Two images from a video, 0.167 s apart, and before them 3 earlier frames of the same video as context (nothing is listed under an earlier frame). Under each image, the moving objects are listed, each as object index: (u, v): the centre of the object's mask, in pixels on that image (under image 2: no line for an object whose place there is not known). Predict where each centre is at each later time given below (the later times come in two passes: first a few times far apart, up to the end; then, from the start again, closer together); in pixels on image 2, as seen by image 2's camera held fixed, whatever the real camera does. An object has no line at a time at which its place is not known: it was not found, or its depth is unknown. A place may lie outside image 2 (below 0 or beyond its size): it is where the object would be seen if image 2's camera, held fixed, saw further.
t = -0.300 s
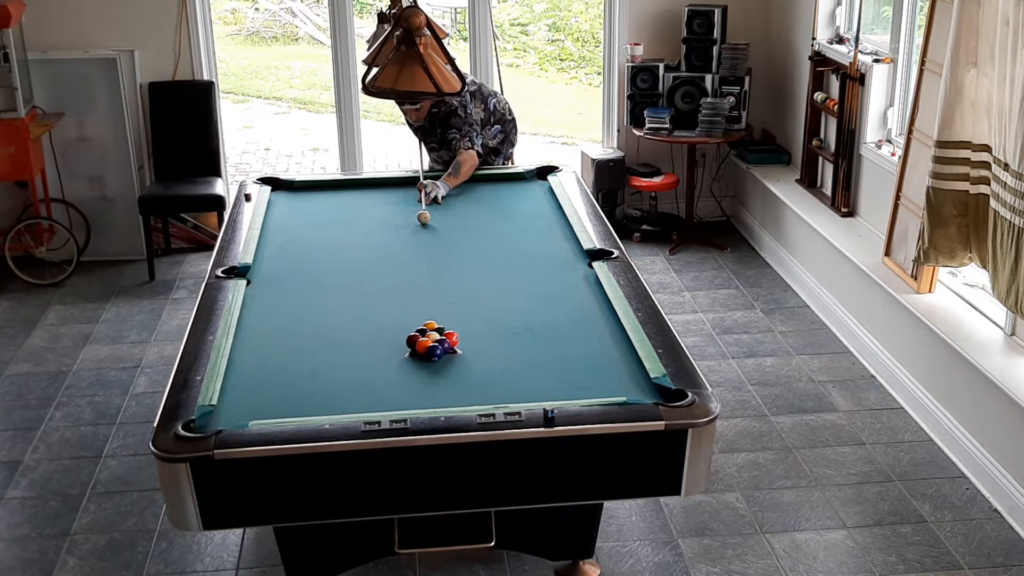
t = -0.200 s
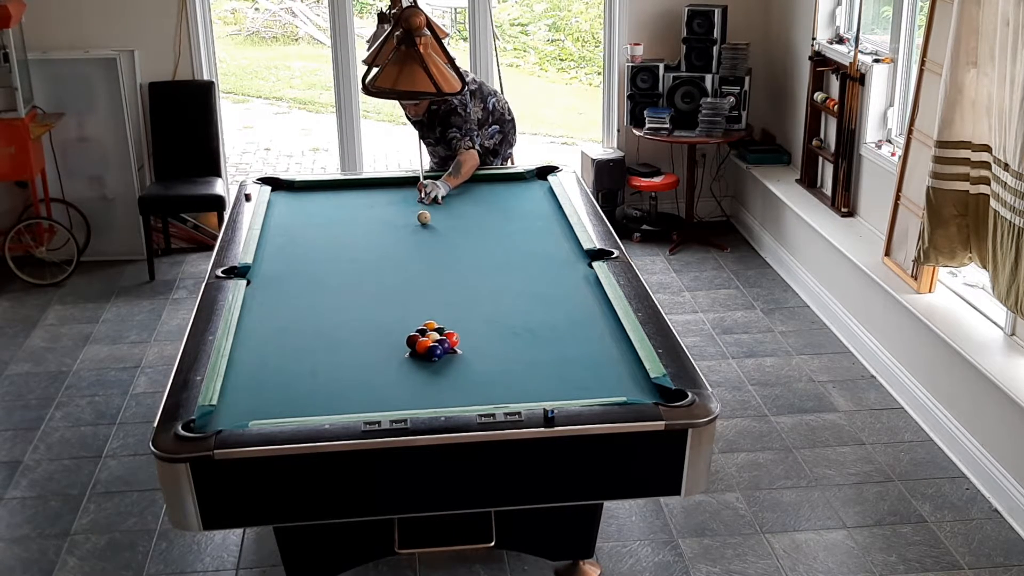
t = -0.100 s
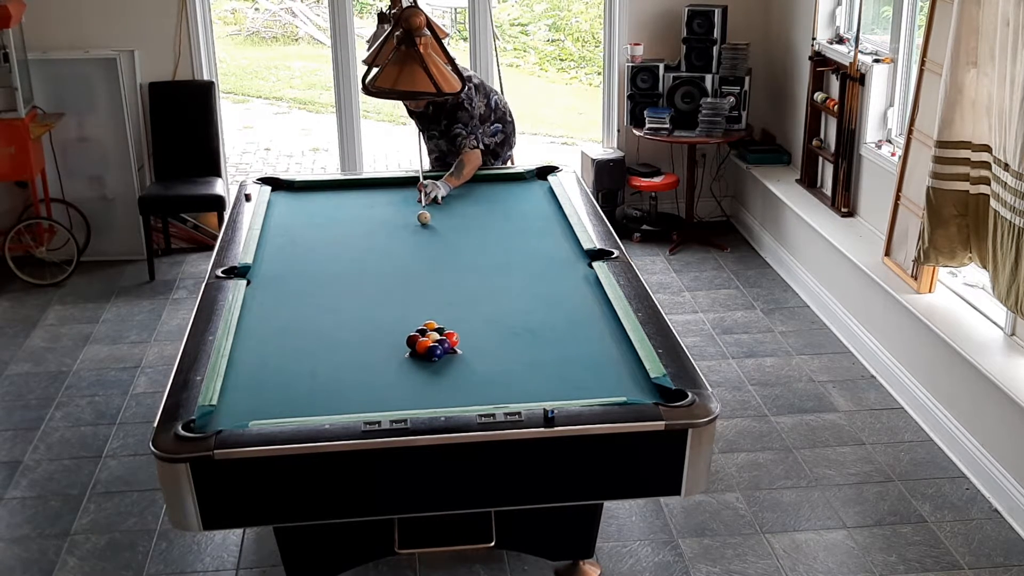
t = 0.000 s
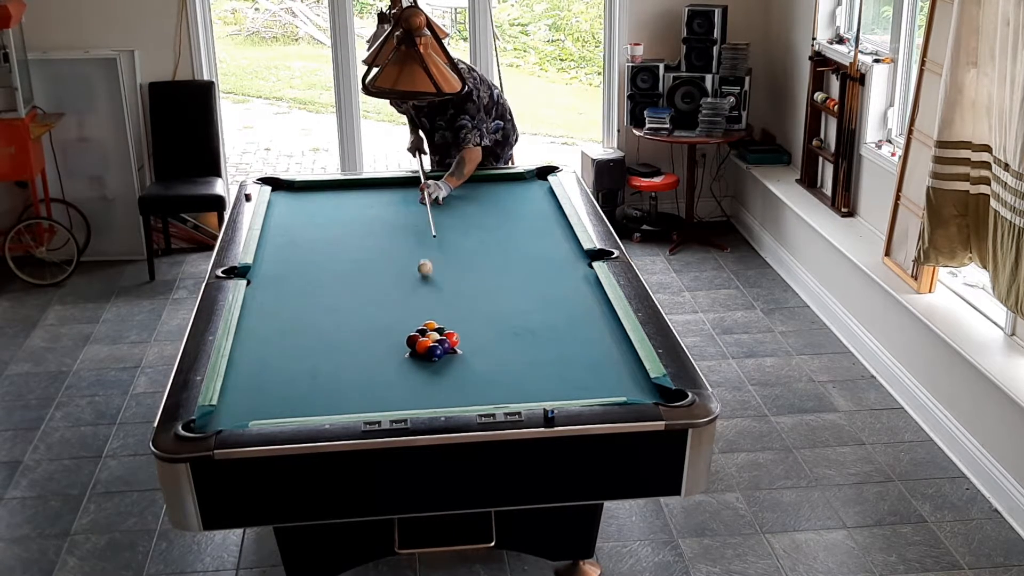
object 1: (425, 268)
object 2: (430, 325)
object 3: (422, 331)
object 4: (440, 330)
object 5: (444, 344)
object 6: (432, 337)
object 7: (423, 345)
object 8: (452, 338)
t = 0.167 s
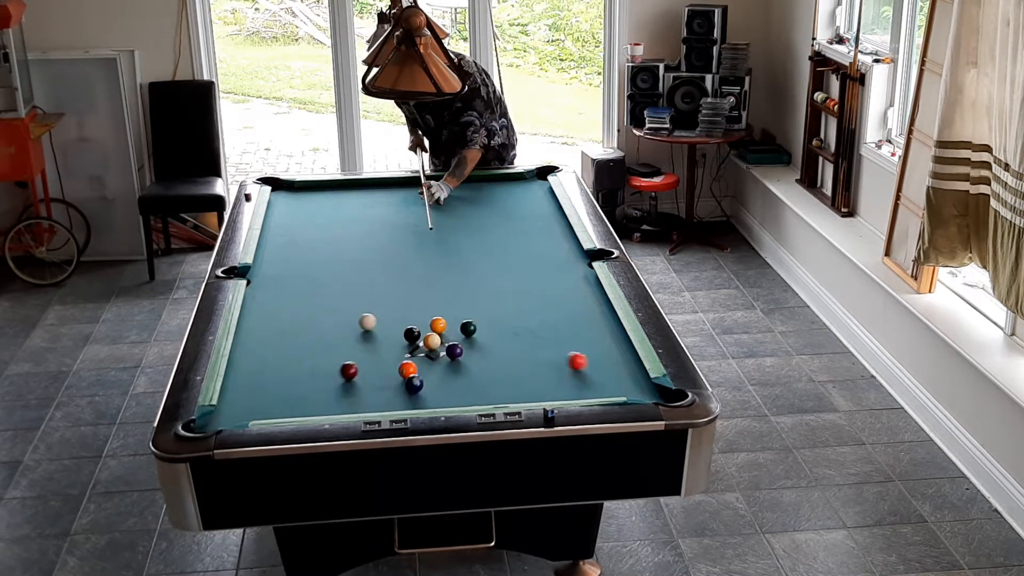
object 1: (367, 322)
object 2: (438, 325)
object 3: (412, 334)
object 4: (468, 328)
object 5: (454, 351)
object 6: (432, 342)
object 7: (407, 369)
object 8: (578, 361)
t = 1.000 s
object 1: (355, 359)
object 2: (491, 295)
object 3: (344, 329)
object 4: (574, 297)
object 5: (545, 389)
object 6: (430, 345)
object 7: (243, 396)
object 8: (353, 372)
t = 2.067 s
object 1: (486, 316)
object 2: (538, 269)
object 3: (290, 324)
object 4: (462, 282)
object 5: (606, 382)
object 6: (431, 345)
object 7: (269, 380)
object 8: (281, 413)
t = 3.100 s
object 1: (572, 286)
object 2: (568, 254)
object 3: (271, 322)
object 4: (387, 270)
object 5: (627, 371)
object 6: (431, 345)
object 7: (263, 375)
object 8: (229, 409)
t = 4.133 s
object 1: (562, 272)
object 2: (573, 249)
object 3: (271, 321)
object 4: (341, 262)
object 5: (628, 370)
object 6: (431, 345)
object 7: (263, 375)
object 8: (236, 407)
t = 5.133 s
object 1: (543, 266)
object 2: (574, 249)
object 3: (271, 322)
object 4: (320, 258)
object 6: (431, 345)
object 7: (263, 375)
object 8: (236, 407)
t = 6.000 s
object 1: (542, 266)
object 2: (574, 249)
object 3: (271, 322)
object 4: (318, 257)
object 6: (431, 345)
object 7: (263, 375)
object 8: (236, 407)
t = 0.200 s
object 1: (349, 322)
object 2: (440, 323)
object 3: (409, 334)
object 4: (476, 327)
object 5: (458, 352)
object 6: (432, 342)
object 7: (402, 377)
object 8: (621, 369)
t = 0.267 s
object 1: (313, 322)
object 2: (445, 321)
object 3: (403, 334)
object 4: (491, 324)
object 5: (465, 355)
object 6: (431, 342)
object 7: (390, 391)
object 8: (611, 380)
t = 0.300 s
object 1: (297, 323)
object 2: (448, 320)
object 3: (400, 333)
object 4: (499, 322)
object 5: (469, 357)
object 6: (429, 343)
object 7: (383, 396)
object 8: (592, 386)
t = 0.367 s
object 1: (265, 325)
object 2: (452, 317)
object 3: (394, 333)
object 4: (514, 319)
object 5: (476, 360)
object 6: (430, 344)
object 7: (366, 395)
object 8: (555, 393)
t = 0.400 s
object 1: (249, 326)
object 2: (454, 315)
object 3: (391, 333)
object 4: (521, 317)
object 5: (479, 362)
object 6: (430, 344)
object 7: (355, 395)
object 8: (537, 396)
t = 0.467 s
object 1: (257, 330)
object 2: (459, 313)
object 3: (385, 332)
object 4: (535, 314)
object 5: (487, 365)
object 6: (430, 344)
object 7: (336, 394)
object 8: (501, 399)
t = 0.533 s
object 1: (269, 334)
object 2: (464, 311)
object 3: (380, 332)
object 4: (549, 311)
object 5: (494, 368)
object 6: (430, 344)
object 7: (318, 395)
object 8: (467, 399)
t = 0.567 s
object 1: (275, 336)
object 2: (465, 309)
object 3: (377, 331)
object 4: (556, 310)
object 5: (498, 369)
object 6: (430, 344)
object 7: (309, 396)
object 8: (451, 399)
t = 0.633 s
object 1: (287, 340)
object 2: (470, 307)
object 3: (371, 331)
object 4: (570, 307)
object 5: (505, 373)
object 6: (430, 345)
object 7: (291, 396)
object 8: (417, 398)
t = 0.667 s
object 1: (293, 342)
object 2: (472, 306)
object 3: (369, 331)
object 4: (577, 305)
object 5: (509, 374)
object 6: (430, 345)
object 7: (282, 397)
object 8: (408, 396)
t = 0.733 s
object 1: (306, 346)
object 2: (476, 304)
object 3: (364, 330)
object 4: (590, 303)
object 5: (516, 377)
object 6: (430, 345)
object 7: (264, 397)
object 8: (399, 390)
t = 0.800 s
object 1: (318, 351)
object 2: (480, 301)
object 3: (358, 330)
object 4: (601, 300)
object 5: (523, 380)
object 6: (430, 345)
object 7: (246, 398)
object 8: (387, 385)
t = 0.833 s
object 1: (324, 353)
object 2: (482, 300)
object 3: (356, 330)
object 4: (596, 300)
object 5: (527, 382)
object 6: (430, 345)
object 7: (237, 398)
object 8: (381, 382)
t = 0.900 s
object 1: (337, 357)
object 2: (485, 298)
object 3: (351, 329)
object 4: (587, 299)
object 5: (534, 385)
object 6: (430, 345)
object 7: (232, 398)
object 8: (369, 377)
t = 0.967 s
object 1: (348, 360)
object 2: (489, 296)
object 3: (346, 329)
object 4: (579, 298)
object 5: (541, 388)
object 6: (430, 345)
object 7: (239, 397)
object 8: (359, 372)
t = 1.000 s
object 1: (355, 359)
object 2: (491, 295)
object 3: (344, 329)
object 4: (574, 297)
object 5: (545, 389)
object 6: (430, 345)
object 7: (243, 396)
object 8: (353, 372)
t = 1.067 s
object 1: (364, 357)
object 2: (495, 293)
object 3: (340, 328)
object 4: (566, 296)
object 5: (552, 392)
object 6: (430, 345)
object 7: (250, 395)
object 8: (345, 376)
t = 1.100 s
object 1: (369, 355)
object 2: (496, 292)
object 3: (337, 328)
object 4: (562, 295)
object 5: (555, 393)
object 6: (430, 345)
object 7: (253, 395)
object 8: (341, 378)
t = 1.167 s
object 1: (379, 352)
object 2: (500, 290)
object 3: (333, 328)
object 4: (554, 294)
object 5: (562, 394)
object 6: (430, 345)
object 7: (260, 394)
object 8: (332, 381)
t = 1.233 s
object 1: (388, 349)
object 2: (503, 288)
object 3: (329, 327)
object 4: (546, 293)
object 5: (569, 396)
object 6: (430, 345)
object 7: (266, 393)
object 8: (323, 384)
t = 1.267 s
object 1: (393, 348)
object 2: (505, 288)
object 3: (327, 327)
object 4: (543, 293)
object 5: (572, 396)
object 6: (430, 345)
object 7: (269, 392)
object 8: (318, 386)
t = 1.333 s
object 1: (402, 345)
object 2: (508, 286)
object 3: (323, 327)
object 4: (535, 292)
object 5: (575, 395)
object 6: (430, 345)
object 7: (275, 391)
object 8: (309, 389)
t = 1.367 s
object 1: (406, 343)
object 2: (510, 285)
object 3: (321, 327)
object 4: (531, 291)
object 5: (577, 394)
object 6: (430, 345)
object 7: (279, 391)
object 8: (305, 390)
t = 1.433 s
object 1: (414, 340)
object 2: (512, 283)
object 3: (318, 326)
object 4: (524, 290)
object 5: (580, 393)
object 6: (430, 345)
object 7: (280, 390)
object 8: (300, 393)
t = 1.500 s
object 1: (422, 335)
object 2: (515, 279)
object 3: (314, 326)
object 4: (517, 289)
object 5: (584, 392)
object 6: (429, 345)
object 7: (278, 388)
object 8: (299, 397)
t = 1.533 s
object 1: (427, 333)
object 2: (518, 279)
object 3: (313, 326)
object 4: (513, 289)
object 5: (585, 392)
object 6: (430, 345)
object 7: (278, 388)
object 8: (298, 398)
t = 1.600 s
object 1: (436, 332)
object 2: (520, 279)
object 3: (309, 325)
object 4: (506, 288)
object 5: (588, 391)
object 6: (431, 345)
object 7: (276, 387)
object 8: (297, 401)
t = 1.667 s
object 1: (444, 330)
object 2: (523, 277)
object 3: (306, 325)
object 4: (500, 287)
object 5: (591, 390)
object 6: (431, 345)
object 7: (275, 386)
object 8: (296, 404)
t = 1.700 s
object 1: (447, 329)
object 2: (525, 277)
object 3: (305, 325)
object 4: (496, 286)
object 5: (592, 389)
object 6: (431, 345)
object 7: (275, 385)
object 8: (295, 406)
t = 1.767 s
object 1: (454, 327)
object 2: (527, 275)
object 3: (302, 325)
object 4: (490, 286)
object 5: (595, 388)
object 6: (431, 345)
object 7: (273, 384)
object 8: (294, 409)
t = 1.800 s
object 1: (458, 325)
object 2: (528, 274)
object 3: (300, 325)
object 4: (487, 285)
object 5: (596, 387)
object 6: (431, 345)
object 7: (273, 384)
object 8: (293, 410)
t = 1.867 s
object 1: (465, 323)
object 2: (531, 273)
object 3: (297, 324)
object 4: (480, 284)
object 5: (599, 386)
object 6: (431, 345)
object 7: (272, 383)
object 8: (292, 412)
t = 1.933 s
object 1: (472, 320)
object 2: (534, 271)
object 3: (294, 324)
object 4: (474, 283)
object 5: (601, 385)
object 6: (431, 345)
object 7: (270, 382)
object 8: (291, 413)
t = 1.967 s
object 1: (476, 319)
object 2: (535, 271)
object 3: (293, 324)
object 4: (471, 283)
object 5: (603, 384)
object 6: (431, 345)
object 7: (270, 381)
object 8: (289, 413)
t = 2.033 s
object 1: (483, 317)
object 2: (537, 269)
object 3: (291, 324)
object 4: (465, 282)
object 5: (605, 383)
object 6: (431, 345)
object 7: (269, 381)
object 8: (284, 413)
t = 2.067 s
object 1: (486, 316)
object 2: (538, 269)
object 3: (290, 324)
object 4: (462, 282)
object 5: (606, 382)
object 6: (431, 345)
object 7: (269, 380)
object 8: (281, 413)
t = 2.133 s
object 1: (493, 313)
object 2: (541, 267)
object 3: (288, 323)
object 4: (456, 281)
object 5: (608, 381)
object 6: (431, 345)
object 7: (268, 380)
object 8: (276, 413)
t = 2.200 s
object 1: (499, 311)
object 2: (543, 266)
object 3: (286, 323)
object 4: (451, 280)
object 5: (610, 380)
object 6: (431, 345)
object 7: (267, 379)
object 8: (271, 413)
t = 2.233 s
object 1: (502, 310)
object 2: (544, 266)
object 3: (285, 323)
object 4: (448, 279)
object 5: (611, 379)
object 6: (431, 345)
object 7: (267, 379)
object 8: (268, 413)
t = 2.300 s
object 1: (508, 308)
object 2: (546, 264)
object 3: (283, 323)
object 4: (443, 279)
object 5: (613, 378)
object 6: (431, 345)
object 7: (266, 378)
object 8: (263, 413)
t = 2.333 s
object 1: (511, 307)
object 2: (548, 264)
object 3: (282, 323)
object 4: (440, 278)
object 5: (614, 378)
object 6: (431, 345)
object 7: (266, 378)
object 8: (261, 413)
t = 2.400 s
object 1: (517, 305)
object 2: (550, 263)
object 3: (280, 323)
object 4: (435, 277)
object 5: (616, 377)
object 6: (431, 345)
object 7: (265, 377)
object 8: (256, 412)
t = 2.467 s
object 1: (523, 303)
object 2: (552, 262)
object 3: (279, 323)
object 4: (429, 277)
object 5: (617, 376)
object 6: (431, 345)
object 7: (265, 377)
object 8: (252, 413)
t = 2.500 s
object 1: (526, 302)
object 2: (553, 261)
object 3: (278, 322)
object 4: (427, 276)
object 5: (618, 376)
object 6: (431, 345)
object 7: (265, 376)
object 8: (250, 412)
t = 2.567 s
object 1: (532, 300)
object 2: (555, 260)
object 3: (277, 322)
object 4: (422, 276)
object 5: (619, 375)
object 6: (431, 345)
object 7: (265, 376)
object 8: (245, 412)
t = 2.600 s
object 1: (534, 299)
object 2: (555, 260)
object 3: (276, 322)
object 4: (420, 275)
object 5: (620, 375)
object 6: (431, 345)
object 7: (264, 376)
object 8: (243, 412)
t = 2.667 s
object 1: (540, 297)
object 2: (557, 259)
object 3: (275, 322)
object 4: (415, 275)
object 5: (621, 374)
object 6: (431, 345)
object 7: (264, 376)
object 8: (239, 412)
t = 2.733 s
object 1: (545, 295)
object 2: (559, 258)
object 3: (274, 322)
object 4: (410, 274)
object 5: (622, 373)
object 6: (431, 345)
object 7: (264, 375)
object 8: (235, 411)
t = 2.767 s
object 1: (548, 294)
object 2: (560, 258)
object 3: (274, 322)
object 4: (408, 274)
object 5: (623, 373)
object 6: (431, 345)
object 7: (264, 375)
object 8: (234, 411)
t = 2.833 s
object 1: (553, 292)
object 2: (562, 257)
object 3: (273, 322)
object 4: (404, 273)
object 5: (624, 373)
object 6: (431, 345)
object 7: (264, 375)
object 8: (230, 411)
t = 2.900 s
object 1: (558, 291)
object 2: (563, 256)
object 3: (272, 322)
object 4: (399, 272)
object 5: (625, 372)
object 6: (431, 345)
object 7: (264, 375)
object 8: (227, 410)
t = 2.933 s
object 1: (560, 290)
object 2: (564, 256)
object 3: (272, 322)
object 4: (397, 272)
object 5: (625, 372)
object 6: (431, 345)
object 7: (263, 375)
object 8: (226, 410)
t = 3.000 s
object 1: (565, 288)
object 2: (566, 255)
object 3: (272, 322)
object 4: (393, 271)
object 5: (626, 372)
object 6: (431, 345)
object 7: (263, 375)
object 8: (227, 409)
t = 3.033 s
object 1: (567, 287)
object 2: (566, 254)
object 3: (272, 322)
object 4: (391, 271)
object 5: (626, 371)
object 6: (431, 345)
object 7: (263, 375)
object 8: (228, 409)
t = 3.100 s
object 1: (572, 286)
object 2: (568, 254)
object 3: (271, 322)
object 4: (387, 270)
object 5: (627, 371)
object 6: (431, 345)
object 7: (263, 375)
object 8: (229, 409)
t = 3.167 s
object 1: (576, 284)
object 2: (569, 253)
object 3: (271, 322)
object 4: (383, 270)
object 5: (627, 371)
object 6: (431, 345)
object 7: (263, 375)
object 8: (231, 408)
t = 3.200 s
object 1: (579, 283)
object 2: (570, 253)
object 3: (271, 322)
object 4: (381, 269)
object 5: (628, 371)
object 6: (431, 345)
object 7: (263, 375)
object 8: (232, 408)
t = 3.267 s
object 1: (583, 282)
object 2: (572, 252)
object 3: (271, 321)
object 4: (378, 269)
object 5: (628, 370)
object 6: (431, 345)
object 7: (263, 375)
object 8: (233, 408)
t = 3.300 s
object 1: (585, 281)
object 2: (572, 252)
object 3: (271, 322)
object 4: (376, 268)
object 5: (628, 370)
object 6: (431, 345)
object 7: (263, 375)
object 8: (234, 408)
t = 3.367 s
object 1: (589, 279)
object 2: (573, 251)
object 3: (271, 322)
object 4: (373, 268)
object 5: (628, 370)
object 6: (431, 345)
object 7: (263, 375)
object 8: (234, 408)
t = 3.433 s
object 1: (589, 278)
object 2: (575, 250)
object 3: (271, 322)
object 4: (369, 267)
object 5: (628, 370)
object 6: (431, 345)
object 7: (263, 375)
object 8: (235, 407)
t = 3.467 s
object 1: (588, 278)
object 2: (575, 250)
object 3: (271, 322)
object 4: (368, 267)
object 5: (628, 370)
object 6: (431, 345)
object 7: (263, 375)
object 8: (235, 407)
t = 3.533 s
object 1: (585, 278)
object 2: (576, 250)
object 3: (271, 322)
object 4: (364, 267)
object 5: (628, 370)
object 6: (431, 345)
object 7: (263, 375)
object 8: (235, 407)
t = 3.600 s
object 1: (582, 277)
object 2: (575, 249)
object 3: (271, 322)
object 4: (361, 266)
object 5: (628, 370)
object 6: (431, 345)
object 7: (263, 375)
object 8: (236, 407)
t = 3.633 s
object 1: (580, 277)
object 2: (575, 249)
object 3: (271, 322)
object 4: (360, 266)
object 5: (628, 370)
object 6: (431, 345)
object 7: (263, 375)
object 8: (236, 407)
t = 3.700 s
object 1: (578, 276)
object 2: (575, 249)
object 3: (271, 322)
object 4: (357, 265)
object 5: (628, 370)
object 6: (431, 345)
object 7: (263, 375)
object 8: (236, 407)
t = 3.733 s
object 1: (576, 276)
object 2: (575, 249)
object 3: (271, 322)
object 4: (355, 265)
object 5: (628, 370)
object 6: (431, 345)
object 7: (263, 375)
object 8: (236, 407)
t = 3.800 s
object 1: (574, 275)
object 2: (574, 249)
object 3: (271, 322)
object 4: (353, 265)
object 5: (628, 370)
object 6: (431, 345)
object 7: (263, 375)
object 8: (236, 407)
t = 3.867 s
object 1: (571, 274)
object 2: (574, 249)
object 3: (271, 322)
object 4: (350, 264)
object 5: (628, 370)
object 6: (431, 345)
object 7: (263, 375)
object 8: (236, 407)
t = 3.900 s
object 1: (570, 274)
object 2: (574, 249)
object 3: (271, 322)
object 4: (349, 264)
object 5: (628, 370)
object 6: (431, 345)
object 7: (263, 375)
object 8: (236, 407)
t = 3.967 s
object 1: (567, 273)
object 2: (573, 249)
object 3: (271, 322)
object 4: (346, 264)
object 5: (628, 370)
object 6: (431, 345)
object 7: (263, 375)
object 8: (236, 407)
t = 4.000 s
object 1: (566, 273)
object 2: (574, 249)
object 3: (271, 322)
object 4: (345, 263)
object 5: (628, 370)
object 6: (431, 345)
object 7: (263, 375)
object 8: (236, 407)
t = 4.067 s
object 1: (564, 272)
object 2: (573, 249)
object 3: (271, 322)
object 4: (343, 263)
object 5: (628, 370)
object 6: (431, 345)
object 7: (263, 375)
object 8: (236, 407)
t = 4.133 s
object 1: (562, 272)
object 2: (573, 249)
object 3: (271, 321)
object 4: (341, 262)
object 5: (628, 370)
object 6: (431, 345)
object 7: (263, 375)
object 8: (236, 407)
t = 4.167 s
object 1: (561, 271)
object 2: (574, 249)
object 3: (271, 322)
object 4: (340, 262)
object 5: (628, 370)
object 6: (431, 345)
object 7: (263, 375)
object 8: (236, 407)
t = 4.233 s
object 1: (559, 271)
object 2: (574, 249)
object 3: (271, 322)
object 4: (338, 262)
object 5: (628, 370)
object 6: (431, 345)
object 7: (263, 375)
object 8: (236, 407)
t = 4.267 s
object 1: (558, 271)
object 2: (573, 249)
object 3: (271, 322)
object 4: (337, 262)
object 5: (628, 370)
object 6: (431, 345)
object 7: (263, 375)
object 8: (236, 407)
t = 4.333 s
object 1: (557, 270)
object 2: (574, 249)
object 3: (271, 322)
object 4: (335, 261)
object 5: (628, 370)
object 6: (431, 345)
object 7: (263, 375)
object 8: (236, 407)
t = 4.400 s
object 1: (555, 270)
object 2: (574, 249)
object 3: (271, 322)
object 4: (333, 261)
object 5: (628, 370)
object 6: (431, 345)
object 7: (263, 375)
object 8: (236, 407)
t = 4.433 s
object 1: (554, 269)
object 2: (574, 249)
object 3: (271, 322)
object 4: (332, 261)
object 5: (628, 370)
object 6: (431, 345)
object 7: (263, 375)
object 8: (236, 407)
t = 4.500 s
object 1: (553, 269)
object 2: (574, 249)
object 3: (271, 322)
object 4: (330, 260)
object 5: (628, 370)
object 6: (431, 345)
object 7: (263, 375)
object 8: (236, 407)
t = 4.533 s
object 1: (552, 269)
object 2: (574, 249)
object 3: (271, 322)
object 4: (330, 260)
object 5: (628, 370)
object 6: (431, 345)
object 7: (263, 375)
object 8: (236, 407)
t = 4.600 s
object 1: (551, 269)
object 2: (574, 249)
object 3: (271, 322)
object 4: (328, 260)
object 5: (628, 370)
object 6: (431, 345)
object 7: (263, 375)
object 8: (236, 407)
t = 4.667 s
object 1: (549, 268)
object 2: (574, 249)
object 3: (271, 322)
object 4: (327, 259)
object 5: (628, 370)
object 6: (431, 345)
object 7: (263, 375)
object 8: (236, 407)
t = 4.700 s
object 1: (549, 268)
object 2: (574, 249)
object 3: (271, 322)
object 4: (326, 259)
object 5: (628, 370)
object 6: (431, 345)
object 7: (263, 375)
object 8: (236, 407)
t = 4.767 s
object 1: (548, 268)
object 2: (574, 249)
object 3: (271, 322)
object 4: (325, 259)
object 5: (628, 370)
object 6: (431, 345)
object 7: (263, 375)
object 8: (236, 407)
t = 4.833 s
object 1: (546, 267)
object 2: (574, 249)
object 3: (271, 322)
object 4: (324, 259)
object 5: (628, 370)
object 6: (431, 345)
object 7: (263, 375)
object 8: (236, 407)
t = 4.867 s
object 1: (546, 267)
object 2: (574, 249)
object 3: (271, 322)
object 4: (323, 259)
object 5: (628, 370)
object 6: (431, 345)
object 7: (263, 375)
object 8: (236, 407)
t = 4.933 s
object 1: (545, 267)
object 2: (574, 249)
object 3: (271, 322)
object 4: (322, 258)
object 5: (628, 370)
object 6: (431, 345)
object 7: (263, 375)
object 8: (236, 407)
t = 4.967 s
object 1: (545, 267)
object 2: (574, 249)
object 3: (271, 322)
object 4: (322, 258)
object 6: (431, 345)
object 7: (263, 375)
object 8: (236, 407)
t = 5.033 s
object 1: (544, 267)
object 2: (574, 249)
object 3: (271, 322)
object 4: (321, 258)
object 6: (431, 345)
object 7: (263, 375)
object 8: (236, 407)
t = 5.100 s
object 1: (544, 266)
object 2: (574, 249)
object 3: (271, 322)
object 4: (320, 258)
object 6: (431, 345)
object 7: (263, 375)
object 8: (236, 407)
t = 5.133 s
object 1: (543, 266)
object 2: (574, 249)
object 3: (271, 322)
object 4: (320, 258)
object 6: (431, 345)
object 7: (263, 375)
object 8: (236, 407)
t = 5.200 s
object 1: (543, 266)
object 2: (574, 249)
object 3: (271, 322)
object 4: (320, 258)
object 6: (431, 345)
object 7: (263, 375)
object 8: (236, 407)
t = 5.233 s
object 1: (543, 266)
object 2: (574, 249)
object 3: (271, 322)
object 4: (320, 258)
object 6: (431, 345)
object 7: (263, 375)
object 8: (236, 407)
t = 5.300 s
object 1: (543, 266)
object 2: (574, 249)
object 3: (271, 322)
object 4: (319, 257)
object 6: (431, 345)
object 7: (263, 375)
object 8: (236, 407)
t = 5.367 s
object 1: (542, 266)
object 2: (574, 249)
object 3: (271, 322)
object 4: (319, 257)
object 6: (431, 345)
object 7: (263, 375)
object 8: (236, 407)
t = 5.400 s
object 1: (542, 266)
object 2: (574, 249)
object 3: (271, 322)
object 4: (319, 257)
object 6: (431, 345)
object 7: (263, 375)
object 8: (236, 407)
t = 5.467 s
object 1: (542, 266)
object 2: (574, 249)
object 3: (271, 322)
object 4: (318, 257)
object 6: (431, 345)
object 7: (263, 375)
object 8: (236, 407)
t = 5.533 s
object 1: (542, 266)
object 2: (574, 249)
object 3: (271, 322)
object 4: (318, 257)
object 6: (431, 345)
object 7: (263, 375)
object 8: (236, 407)
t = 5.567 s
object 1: (542, 266)
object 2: (574, 249)
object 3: (271, 322)
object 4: (318, 257)
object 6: (431, 345)
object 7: (263, 375)
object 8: (236, 407)
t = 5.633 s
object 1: (542, 266)
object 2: (574, 249)
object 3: (271, 322)
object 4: (318, 257)
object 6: (431, 345)
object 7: (263, 375)
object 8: (236, 407)
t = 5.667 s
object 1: (542, 266)
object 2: (574, 249)
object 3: (271, 322)
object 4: (318, 257)
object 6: (431, 345)
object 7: (263, 375)
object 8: (236, 407)
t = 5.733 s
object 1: (542, 266)
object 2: (574, 249)
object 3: (271, 322)
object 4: (318, 257)
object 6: (431, 345)
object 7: (263, 375)
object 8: (236, 407)
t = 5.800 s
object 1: (542, 266)
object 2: (574, 249)
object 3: (271, 322)
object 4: (318, 257)
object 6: (431, 345)
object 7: (263, 375)
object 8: (236, 407)
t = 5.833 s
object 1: (542, 266)
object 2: (574, 249)
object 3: (271, 322)
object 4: (318, 257)
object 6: (431, 345)
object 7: (263, 375)
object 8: (236, 407)
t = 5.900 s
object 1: (542, 266)
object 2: (574, 249)
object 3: (271, 322)
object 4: (318, 257)
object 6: (431, 345)
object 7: (263, 375)
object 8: (236, 407)
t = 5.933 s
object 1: (542, 266)
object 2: (574, 249)
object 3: (271, 322)
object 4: (318, 257)
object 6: (431, 345)
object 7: (263, 375)
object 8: (236, 407)
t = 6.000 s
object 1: (542, 266)
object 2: (574, 249)
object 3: (271, 322)
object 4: (318, 257)
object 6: (431, 345)
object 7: (263, 375)
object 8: (236, 407)
